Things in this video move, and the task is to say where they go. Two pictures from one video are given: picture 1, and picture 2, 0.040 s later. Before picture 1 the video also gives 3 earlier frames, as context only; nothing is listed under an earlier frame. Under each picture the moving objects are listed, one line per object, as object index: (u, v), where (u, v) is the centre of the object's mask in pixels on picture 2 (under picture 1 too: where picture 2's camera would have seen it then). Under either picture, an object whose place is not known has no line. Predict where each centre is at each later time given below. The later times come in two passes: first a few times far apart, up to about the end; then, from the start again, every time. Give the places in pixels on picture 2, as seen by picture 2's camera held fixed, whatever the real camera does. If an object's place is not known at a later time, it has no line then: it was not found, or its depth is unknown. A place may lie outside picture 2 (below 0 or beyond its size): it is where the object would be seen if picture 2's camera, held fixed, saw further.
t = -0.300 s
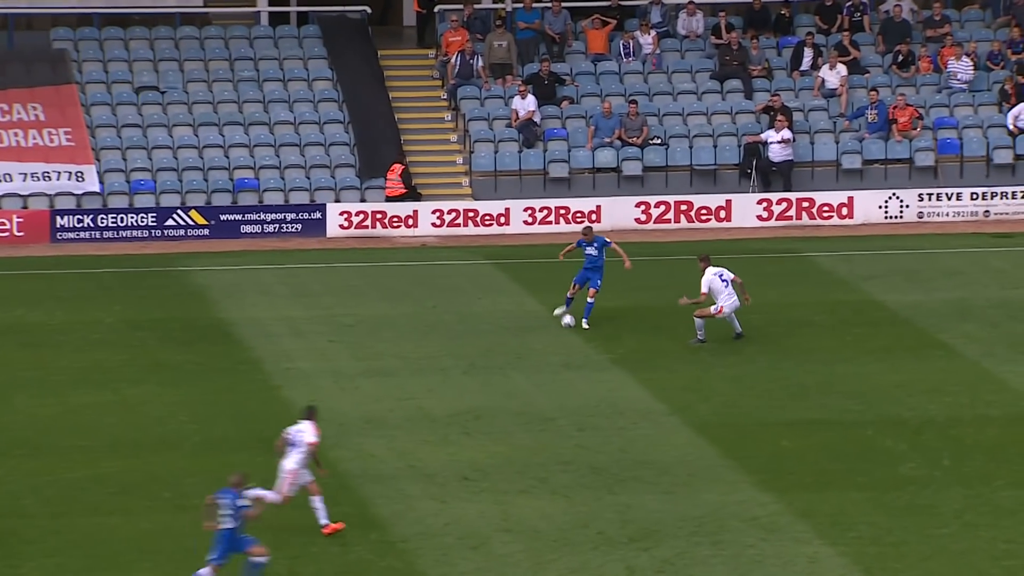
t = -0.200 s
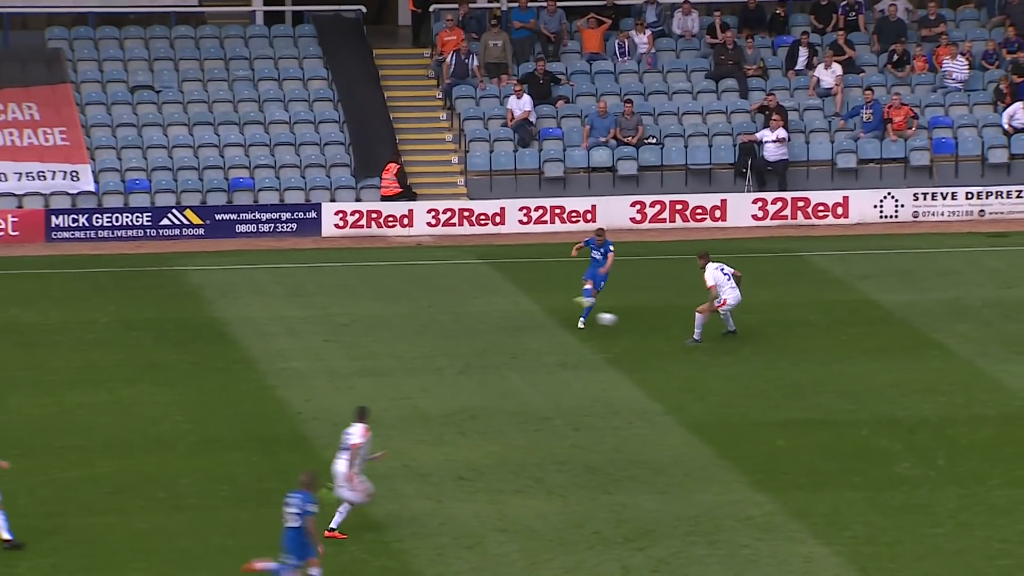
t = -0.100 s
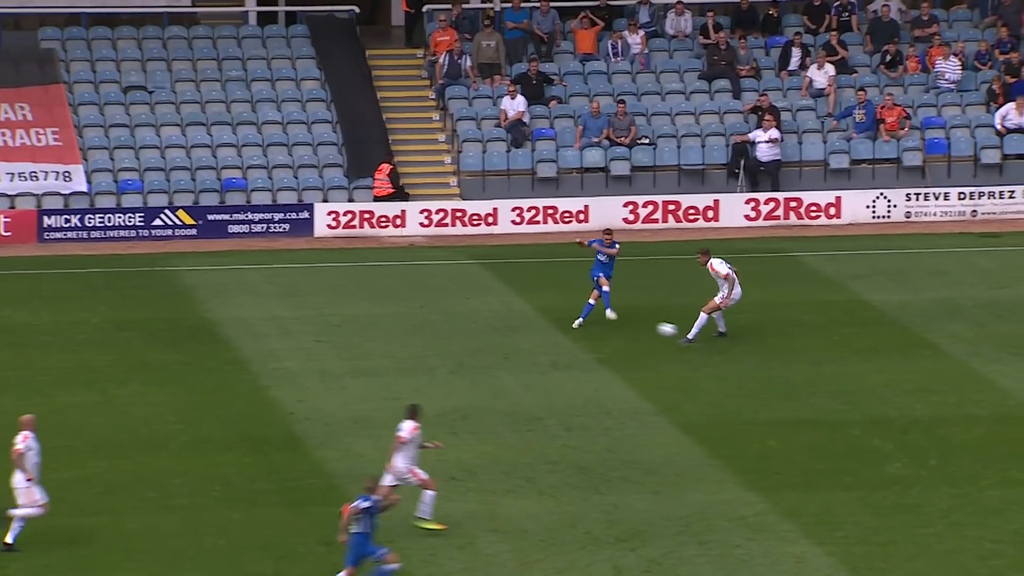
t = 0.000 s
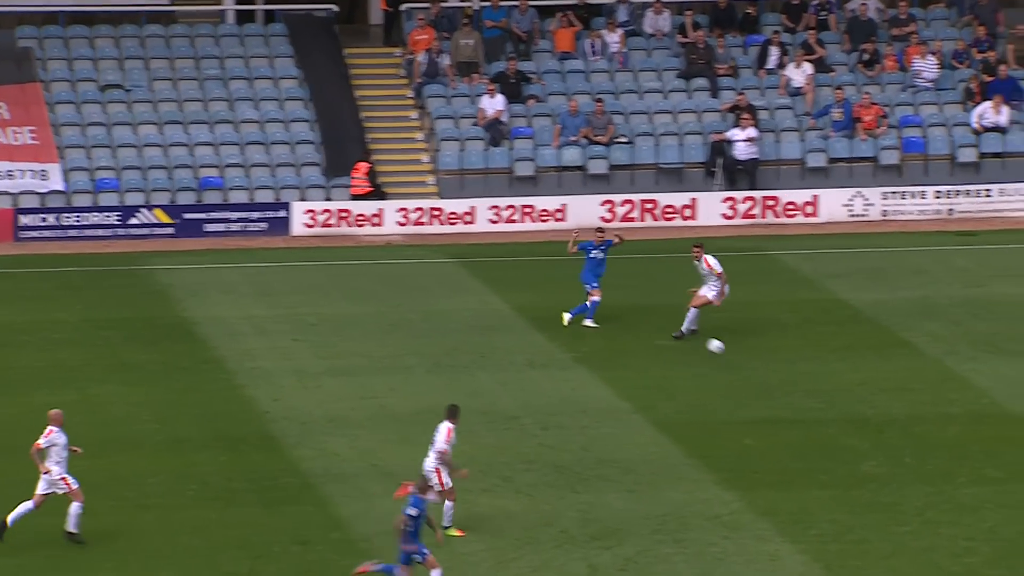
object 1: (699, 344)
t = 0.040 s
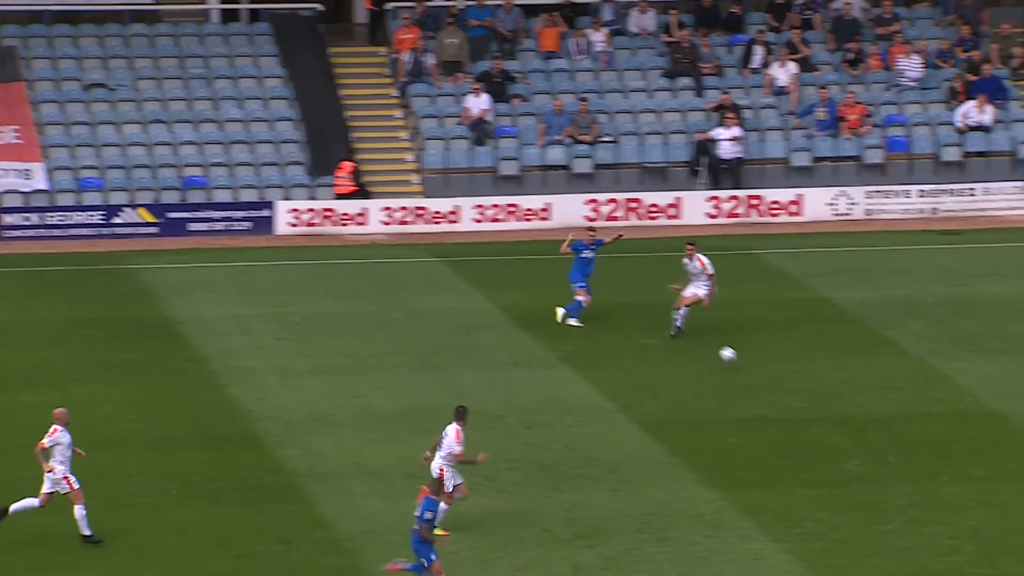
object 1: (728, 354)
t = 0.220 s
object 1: (858, 383)
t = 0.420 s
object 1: (1005, 410)
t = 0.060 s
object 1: (743, 359)
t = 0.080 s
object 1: (758, 365)
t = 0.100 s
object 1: (772, 371)
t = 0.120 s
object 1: (787, 377)
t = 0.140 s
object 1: (802, 380)
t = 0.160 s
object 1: (816, 381)
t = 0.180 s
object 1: (829, 381)
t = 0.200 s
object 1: (844, 382)
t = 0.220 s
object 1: (858, 383)
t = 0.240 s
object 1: (872, 384)
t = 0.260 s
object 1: (886, 386)
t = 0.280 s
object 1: (901, 387)
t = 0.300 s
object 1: (915, 389)
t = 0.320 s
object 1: (930, 392)
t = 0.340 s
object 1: (944, 395)
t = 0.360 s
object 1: (959, 399)
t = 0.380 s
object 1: (974, 402)
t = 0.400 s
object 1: (989, 406)
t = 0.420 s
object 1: (1005, 410)
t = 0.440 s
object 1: (1020, 415)
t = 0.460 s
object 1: (1036, 421)
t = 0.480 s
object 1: (1051, 426)
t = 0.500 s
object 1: (1067, 431)
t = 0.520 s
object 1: (1082, 434)
